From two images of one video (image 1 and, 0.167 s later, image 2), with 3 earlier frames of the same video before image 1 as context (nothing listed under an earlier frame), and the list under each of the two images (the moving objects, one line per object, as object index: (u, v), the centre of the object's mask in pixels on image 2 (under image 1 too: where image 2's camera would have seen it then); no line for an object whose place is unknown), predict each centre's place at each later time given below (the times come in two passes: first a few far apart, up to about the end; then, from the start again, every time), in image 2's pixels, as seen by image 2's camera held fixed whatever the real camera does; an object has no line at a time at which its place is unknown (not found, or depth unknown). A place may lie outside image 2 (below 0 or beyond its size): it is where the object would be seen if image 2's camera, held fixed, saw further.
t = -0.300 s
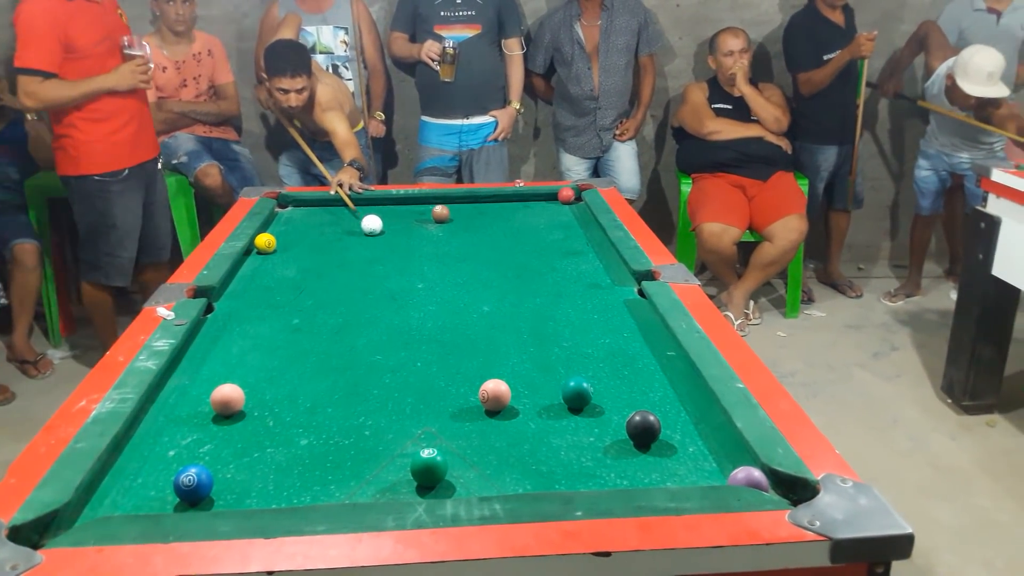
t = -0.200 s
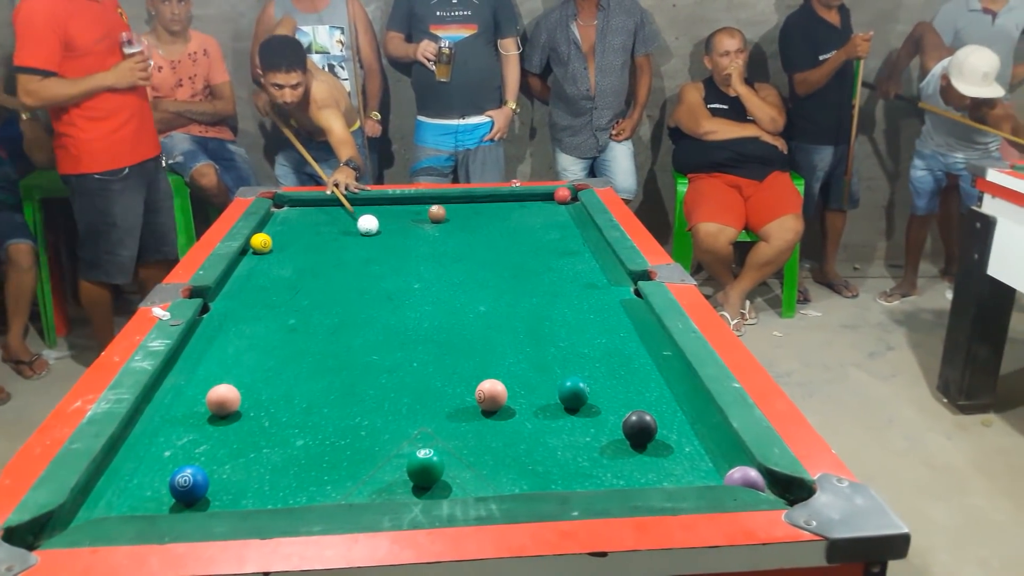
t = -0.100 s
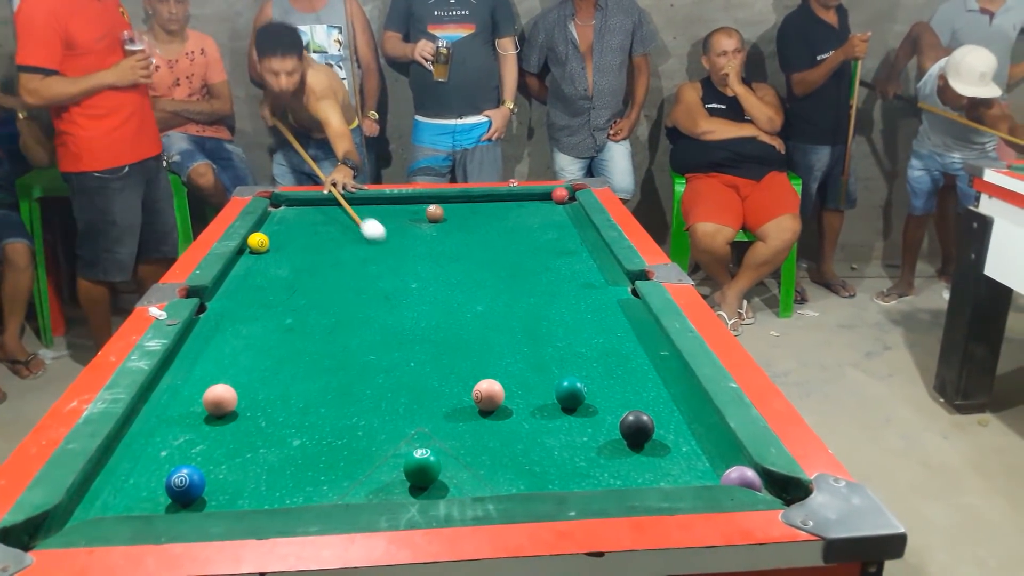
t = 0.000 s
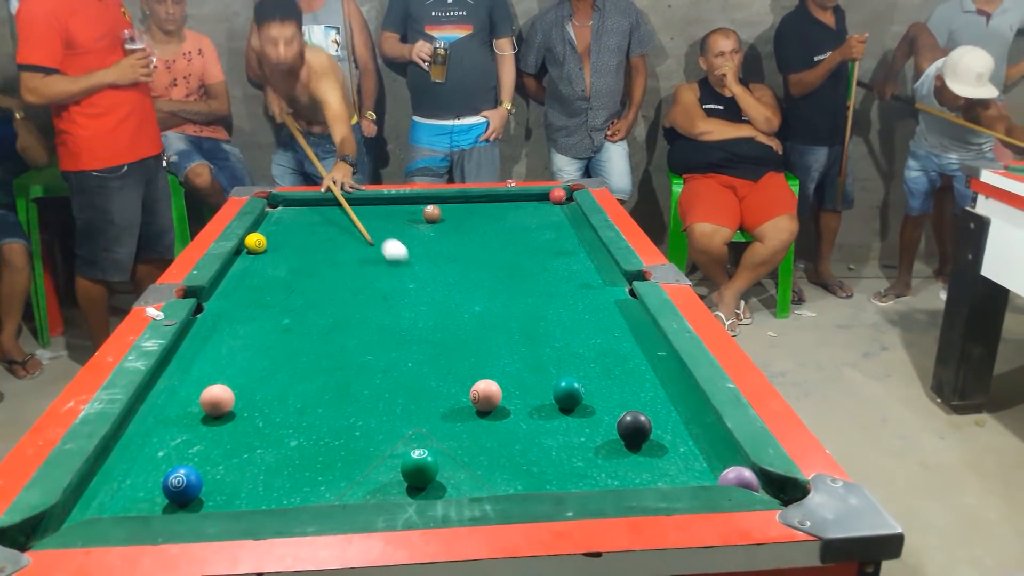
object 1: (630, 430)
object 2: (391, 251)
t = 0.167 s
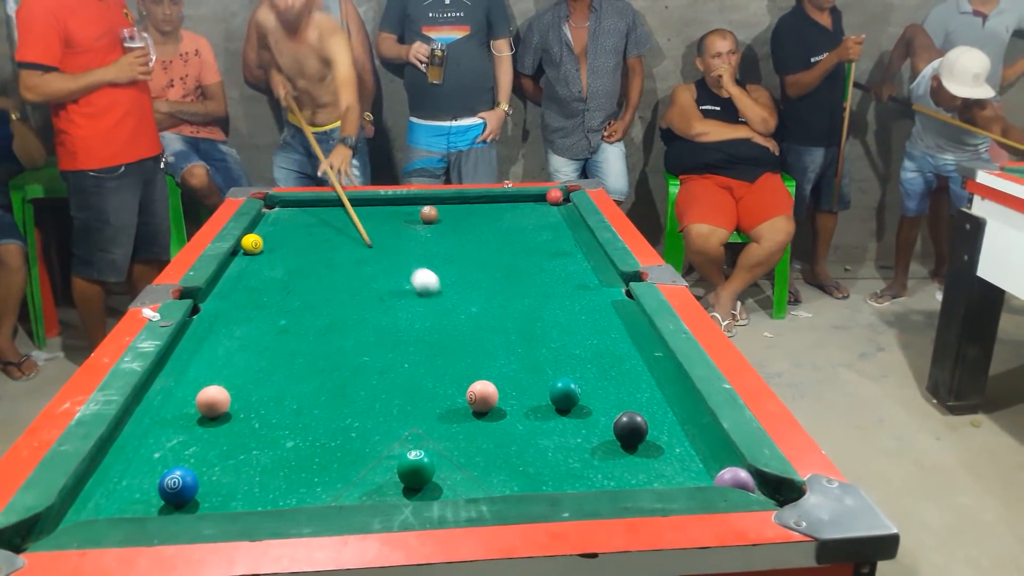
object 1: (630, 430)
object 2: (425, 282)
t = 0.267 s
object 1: (630, 430)
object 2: (446, 300)
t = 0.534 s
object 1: (630, 430)
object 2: (514, 358)
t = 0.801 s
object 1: (653, 443)
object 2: (541, 406)
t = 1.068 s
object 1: (704, 472)
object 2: (548, 451)
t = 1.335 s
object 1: (710, 476)
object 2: (551, 476)
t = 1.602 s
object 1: (708, 476)
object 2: (541, 443)
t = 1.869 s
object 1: (708, 475)
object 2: (532, 414)
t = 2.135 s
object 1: (708, 476)
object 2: (524, 391)
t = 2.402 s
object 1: (708, 475)
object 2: (518, 372)
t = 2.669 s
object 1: (708, 475)
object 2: (512, 356)
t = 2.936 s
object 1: (708, 475)
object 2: (506, 343)
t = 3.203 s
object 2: (501, 332)
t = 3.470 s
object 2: (498, 324)
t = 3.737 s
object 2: (495, 318)
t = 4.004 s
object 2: (492, 313)
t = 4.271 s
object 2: (491, 309)
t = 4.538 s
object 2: (491, 307)
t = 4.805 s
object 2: (490, 306)
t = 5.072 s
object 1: (708, 475)
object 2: (490, 307)
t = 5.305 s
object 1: (708, 475)
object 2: (490, 307)
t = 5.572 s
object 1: (708, 476)
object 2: (490, 307)
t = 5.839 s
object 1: (708, 476)
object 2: (490, 307)
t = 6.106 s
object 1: (707, 475)
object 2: (491, 306)
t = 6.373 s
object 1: (708, 475)
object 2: (490, 307)
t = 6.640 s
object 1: (708, 476)
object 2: (490, 307)
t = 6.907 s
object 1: (708, 476)
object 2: (490, 307)
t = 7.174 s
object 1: (708, 476)
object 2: (490, 307)
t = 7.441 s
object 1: (708, 476)
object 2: (490, 307)
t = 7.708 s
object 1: (708, 476)
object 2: (490, 307)
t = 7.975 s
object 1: (708, 476)
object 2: (490, 307)
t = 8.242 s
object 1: (708, 476)
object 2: (490, 307)
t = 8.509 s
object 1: (708, 476)
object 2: (490, 307)
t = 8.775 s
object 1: (708, 476)
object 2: (490, 307)
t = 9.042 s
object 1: (708, 476)
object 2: (490, 307)
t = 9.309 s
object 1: (708, 476)
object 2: (490, 307)
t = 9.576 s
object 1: (707, 475)
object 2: (490, 307)
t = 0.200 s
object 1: (630, 430)
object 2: (432, 287)
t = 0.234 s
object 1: (630, 430)
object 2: (439, 293)
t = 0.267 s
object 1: (630, 430)
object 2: (446, 300)
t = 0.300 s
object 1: (630, 430)
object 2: (454, 306)
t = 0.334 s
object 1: (630, 430)
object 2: (461, 312)
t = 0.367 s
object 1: (630, 430)
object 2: (469, 319)
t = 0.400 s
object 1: (630, 430)
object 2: (477, 327)
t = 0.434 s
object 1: (630, 430)
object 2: (486, 334)
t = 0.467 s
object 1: (630, 430)
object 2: (495, 342)
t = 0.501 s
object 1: (630, 430)
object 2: (504, 350)
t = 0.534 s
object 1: (630, 430)
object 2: (514, 358)
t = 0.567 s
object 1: (630, 430)
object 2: (524, 366)
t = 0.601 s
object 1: (630, 430)
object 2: (534, 376)
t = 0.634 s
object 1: (630, 430)
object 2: (539, 382)
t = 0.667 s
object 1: (630, 430)
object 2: (539, 386)
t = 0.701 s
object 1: (631, 430)
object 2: (539, 392)
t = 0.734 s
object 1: (636, 433)
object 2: (540, 396)
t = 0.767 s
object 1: (644, 438)
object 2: (541, 401)
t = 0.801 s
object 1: (653, 443)
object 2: (541, 406)
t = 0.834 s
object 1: (661, 448)
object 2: (542, 411)
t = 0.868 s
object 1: (670, 453)
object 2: (543, 417)
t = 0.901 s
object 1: (678, 458)
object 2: (544, 422)
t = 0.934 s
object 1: (687, 464)
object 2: (545, 428)
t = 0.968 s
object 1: (696, 467)
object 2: (546, 433)
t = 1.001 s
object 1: (700, 470)
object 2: (546, 439)
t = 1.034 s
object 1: (702, 471)
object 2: (547, 445)
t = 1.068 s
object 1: (704, 472)
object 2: (548, 451)
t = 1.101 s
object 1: (705, 473)
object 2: (549, 457)
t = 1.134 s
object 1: (707, 473)
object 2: (550, 464)
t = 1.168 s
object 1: (709, 474)
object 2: (551, 470)
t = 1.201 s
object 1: (710, 475)
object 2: (552, 474)
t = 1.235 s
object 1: (710, 475)
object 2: (553, 478)
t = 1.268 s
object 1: (710, 476)
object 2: (553, 481)
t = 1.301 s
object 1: (710, 476)
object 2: (552, 479)
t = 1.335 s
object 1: (710, 476)
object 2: (551, 476)
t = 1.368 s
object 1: (710, 477)
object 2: (549, 473)
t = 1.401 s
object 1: (710, 477)
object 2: (548, 470)
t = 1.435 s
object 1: (709, 476)
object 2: (546, 465)
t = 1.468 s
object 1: (709, 476)
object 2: (545, 460)
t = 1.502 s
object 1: (709, 476)
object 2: (544, 456)
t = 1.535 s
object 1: (709, 476)
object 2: (543, 451)
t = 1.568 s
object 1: (708, 476)
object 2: (542, 447)
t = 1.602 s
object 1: (708, 476)
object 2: (541, 443)
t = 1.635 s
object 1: (708, 476)
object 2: (540, 439)
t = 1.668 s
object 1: (708, 476)
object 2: (539, 435)
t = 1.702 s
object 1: (708, 476)
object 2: (538, 432)
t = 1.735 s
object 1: (707, 475)
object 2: (537, 428)
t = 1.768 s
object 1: (707, 475)
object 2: (536, 424)
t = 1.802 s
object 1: (707, 475)
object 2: (534, 421)
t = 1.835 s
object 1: (707, 475)
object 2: (534, 418)
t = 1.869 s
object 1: (708, 475)
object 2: (532, 414)
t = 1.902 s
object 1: (708, 475)
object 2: (531, 411)
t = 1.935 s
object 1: (708, 475)
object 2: (530, 408)
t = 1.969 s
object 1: (708, 475)
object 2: (529, 405)
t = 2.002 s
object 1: (708, 475)
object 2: (528, 402)
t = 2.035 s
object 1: (708, 476)
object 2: (527, 399)
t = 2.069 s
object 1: (708, 476)
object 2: (526, 396)
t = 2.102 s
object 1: (708, 476)
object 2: (525, 394)
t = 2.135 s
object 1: (708, 476)
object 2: (524, 391)
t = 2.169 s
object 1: (708, 476)
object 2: (524, 388)
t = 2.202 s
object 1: (708, 476)
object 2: (523, 386)
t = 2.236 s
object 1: (708, 475)
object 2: (522, 383)
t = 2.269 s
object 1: (708, 476)
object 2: (521, 381)
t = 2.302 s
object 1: (708, 476)
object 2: (520, 378)
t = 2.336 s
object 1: (708, 476)
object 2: (520, 376)
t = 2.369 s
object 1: (708, 475)
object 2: (519, 374)
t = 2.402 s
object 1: (708, 475)
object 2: (518, 372)
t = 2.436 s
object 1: (708, 475)
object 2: (517, 370)
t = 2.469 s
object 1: (708, 475)
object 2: (517, 367)
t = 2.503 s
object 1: (708, 475)
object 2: (516, 365)
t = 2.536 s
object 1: (708, 475)
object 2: (515, 363)
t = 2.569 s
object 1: (708, 475)
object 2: (515, 361)
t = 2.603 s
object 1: (708, 475)
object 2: (514, 359)
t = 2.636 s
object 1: (708, 475)
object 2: (513, 358)
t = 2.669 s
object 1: (708, 475)
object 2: (512, 356)
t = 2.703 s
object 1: (708, 475)
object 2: (512, 354)
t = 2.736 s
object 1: (708, 475)
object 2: (511, 352)
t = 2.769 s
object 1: (708, 475)
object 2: (510, 351)
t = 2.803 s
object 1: (708, 475)
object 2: (509, 349)
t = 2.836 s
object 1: (708, 475)
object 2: (508, 348)
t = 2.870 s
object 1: (708, 475)
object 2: (508, 346)
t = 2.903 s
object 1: (708, 475)
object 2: (507, 344)
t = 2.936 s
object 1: (708, 475)
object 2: (506, 343)
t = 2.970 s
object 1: (708, 475)
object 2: (506, 342)
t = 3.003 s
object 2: (505, 340)
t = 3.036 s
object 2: (504, 339)
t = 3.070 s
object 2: (504, 338)
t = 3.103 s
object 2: (503, 336)
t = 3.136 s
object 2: (503, 335)
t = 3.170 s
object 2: (502, 334)
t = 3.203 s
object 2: (501, 332)
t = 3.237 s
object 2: (501, 331)
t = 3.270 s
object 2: (500, 330)
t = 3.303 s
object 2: (500, 329)
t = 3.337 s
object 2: (500, 328)
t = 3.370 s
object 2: (499, 327)
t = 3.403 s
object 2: (498, 326)
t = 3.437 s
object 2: (498, 325)
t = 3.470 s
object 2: (498, 324)
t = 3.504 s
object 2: (497, 323)
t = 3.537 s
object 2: (497, 322)
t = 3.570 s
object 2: (496, 321)
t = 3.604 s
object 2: (496, 321)
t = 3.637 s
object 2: (496, 320)
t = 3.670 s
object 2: (495, 319)
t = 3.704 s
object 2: (495, 318)
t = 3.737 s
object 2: (495, 318)
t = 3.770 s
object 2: (495, 317)
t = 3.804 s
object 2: (494, 316)
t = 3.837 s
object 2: (494, 315)
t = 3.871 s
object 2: (494, 315)
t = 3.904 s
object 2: (493, 314)
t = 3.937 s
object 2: (493, 313)
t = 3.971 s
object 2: (493, 313)
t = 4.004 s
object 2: (492, 313)
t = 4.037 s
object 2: (492, 312)
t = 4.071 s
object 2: (491, 311)
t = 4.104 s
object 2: (491, 311)
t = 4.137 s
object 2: (491, 310)
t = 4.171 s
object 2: (491, 310)
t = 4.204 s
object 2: (491, 310)
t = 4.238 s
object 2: (491, 310)
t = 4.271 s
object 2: (491, 309)
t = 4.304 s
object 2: (491, 309)
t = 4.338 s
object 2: (491, 309)
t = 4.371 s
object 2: (491, 308)
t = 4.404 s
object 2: (491, 308)
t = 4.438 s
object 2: (491, 308)
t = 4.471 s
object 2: (491, 307)
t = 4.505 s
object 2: (491, 307)
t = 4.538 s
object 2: (491, 307)
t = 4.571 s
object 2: (491, 307)
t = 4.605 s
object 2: (490, 307)
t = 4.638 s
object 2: (490, 307)
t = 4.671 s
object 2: (491, 307)
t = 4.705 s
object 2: (490, 307)
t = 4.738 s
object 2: (490, 307)
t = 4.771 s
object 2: (490, 307)
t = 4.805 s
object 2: (490, 306)
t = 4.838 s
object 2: (490, 307)
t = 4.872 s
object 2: (490, 307)
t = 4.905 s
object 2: (490, 307)
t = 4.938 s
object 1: (708, 475)
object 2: (490, 307)
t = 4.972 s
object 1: (708, 475)
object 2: (490, 307)
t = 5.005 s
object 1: (708, 475)
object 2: (490, 307)
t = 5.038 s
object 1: (708, 476)
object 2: (490, 307)
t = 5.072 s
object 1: (708, 475)
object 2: (490, 307)
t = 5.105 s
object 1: (708, 475)
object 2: (490, 307)
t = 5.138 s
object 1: (708, 475)
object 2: (490, 307)
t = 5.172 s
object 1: (708, 475)
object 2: (490, 307)
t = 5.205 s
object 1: (708, 475)
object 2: (490, 307)
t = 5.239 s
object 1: (708, 475)
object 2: (490, 307)
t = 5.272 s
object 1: (708, 475)
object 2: (490, 307)
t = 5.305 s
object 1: (708, 475)
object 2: (490, 307)
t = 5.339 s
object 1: (708, 476)
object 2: (490, 307)
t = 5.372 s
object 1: (708, 476)
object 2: (490, 307)
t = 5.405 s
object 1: (708, 475)
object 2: (490, 307)
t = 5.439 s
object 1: (708, 476)
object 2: (490, 307)
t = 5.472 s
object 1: (708, 476)
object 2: (490, 307)
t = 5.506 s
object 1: (708, 476)
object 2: (490, 307)
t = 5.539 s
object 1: (708, 476)
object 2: (490, 307)
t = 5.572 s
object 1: (708, 476)
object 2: (490, 307)
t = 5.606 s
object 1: (708, 476)
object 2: (490, 307)
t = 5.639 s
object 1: (708, 476)
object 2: (490, 307)
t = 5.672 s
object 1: (708, 476)
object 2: (490, 307)
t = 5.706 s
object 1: (708, 476)
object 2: (490, 307)
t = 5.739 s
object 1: (708, 476)
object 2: (490, 307)
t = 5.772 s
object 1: (708, 475)
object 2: (490, 307)
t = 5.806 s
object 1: (708, 476)
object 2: (490, 307)
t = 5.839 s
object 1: (708, 476)
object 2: (490, 307)
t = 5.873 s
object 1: (708, 476)
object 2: (490, 307)
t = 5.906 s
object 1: (708, 476)
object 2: (490, 307)
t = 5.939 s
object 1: (708, 476)
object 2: (490, 307)
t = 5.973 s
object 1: (708, 475)
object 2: (490, 307)
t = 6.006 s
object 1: (708, 475)
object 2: (491, 307)
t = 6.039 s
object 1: (708, 475)
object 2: (491, 306)
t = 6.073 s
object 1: (708, 475)
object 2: (491, 307)
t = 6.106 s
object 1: (707, 475)
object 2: (491, 306)
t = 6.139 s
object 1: (708, 475)
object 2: (490, 307)
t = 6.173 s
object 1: (708, 475)
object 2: (490, 306)
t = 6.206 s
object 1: (708, 475)
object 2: (490, 307)
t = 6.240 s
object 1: (708, 476)
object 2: (490, 307)
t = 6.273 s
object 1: (708, 475)
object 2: (490, 307)
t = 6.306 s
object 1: (708, 475)
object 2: (490, 307)
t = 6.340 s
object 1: (708, 476)
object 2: (490, 307)
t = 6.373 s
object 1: (708, 475)
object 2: (490, 307)
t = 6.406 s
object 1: (708, 475)
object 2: (490, 307)
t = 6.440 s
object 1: (707, 475)
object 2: (490, 307)
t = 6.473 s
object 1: (708, 476)
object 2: (490, 307)
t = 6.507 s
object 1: (708, 476)
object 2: (490, 307)
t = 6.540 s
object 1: (708, 476)
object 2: (490, 307)
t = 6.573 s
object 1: (708, 476)
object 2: (490, 307)
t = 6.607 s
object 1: (708, 476)
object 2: (490, 307)
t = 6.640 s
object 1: (708, 476)
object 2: (490, 307)
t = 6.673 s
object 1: (708, 476)
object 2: (490, 307)
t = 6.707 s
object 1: (708, 476)
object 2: (489, 307)
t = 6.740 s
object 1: (708, 476)
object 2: (489, 307)
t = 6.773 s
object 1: (708, 476)
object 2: (490, 307)
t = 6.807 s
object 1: (708, 476)
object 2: (490, 307)
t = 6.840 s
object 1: (708, 476)
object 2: (490, 307)
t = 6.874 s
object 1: (708, 476)
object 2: (490, 307)
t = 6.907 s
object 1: (708, 476)
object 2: (490, 307)
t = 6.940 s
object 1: (708, 476)
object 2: (490, 307)
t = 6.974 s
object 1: (708, 476)
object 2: (490, 307)
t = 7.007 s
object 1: (708, 476)
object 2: (490, 307)
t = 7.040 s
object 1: (708, 476)
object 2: (490, 307)
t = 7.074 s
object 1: (708, 476)
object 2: (490, 307)
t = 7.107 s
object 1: (708, 476)
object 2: (490, 307)
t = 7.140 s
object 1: (708, 476)
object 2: (490, 307)
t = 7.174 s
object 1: (708, 476)
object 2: (490, 307)
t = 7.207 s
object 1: (708, 476)
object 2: (490, 307)
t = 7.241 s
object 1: (708, 475)
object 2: (490, 307)
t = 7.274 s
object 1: (708, 476)
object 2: (490, 307)
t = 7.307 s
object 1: (708, 476)
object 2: (490, 307)
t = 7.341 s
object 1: (708, 476)
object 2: (490, 307)
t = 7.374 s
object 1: (708, 476)
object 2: (490, 307)
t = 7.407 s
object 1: (708, 476)
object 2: (490, 307)
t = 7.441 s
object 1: (708, 476)
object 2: (490, 307)
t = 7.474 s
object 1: (707, 476)
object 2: (490, 307)
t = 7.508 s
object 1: (707, 476)
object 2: (490, 307)
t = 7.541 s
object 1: (708, 476)
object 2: (490, 307)
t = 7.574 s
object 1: (708, 476)
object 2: (490, 307)
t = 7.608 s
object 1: (708, 476)
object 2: (490, 307)
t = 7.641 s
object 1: (708, 476)
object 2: (490, 307)
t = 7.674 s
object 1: (708, 476)
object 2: (490, 307)
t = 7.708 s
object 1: (708, 476)
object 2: (490, 307)
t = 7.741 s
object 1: (708, 476)
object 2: (490, 307)
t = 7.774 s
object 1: (708, 476)
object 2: (490, 307)
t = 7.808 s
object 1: (708, 476)
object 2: (490, 307)
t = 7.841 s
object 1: (708, 476)
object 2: (490, 307)
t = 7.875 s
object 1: (708, 476)
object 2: (490, 307)
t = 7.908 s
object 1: (708, 476)
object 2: (490, 307)
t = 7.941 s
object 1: (707, 475)
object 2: (490, 307)
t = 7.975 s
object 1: (708, 476)
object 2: (490, 307)
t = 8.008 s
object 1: (708, 476)
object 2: (490, 307)
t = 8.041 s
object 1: (708, 475)
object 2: (490, 307)
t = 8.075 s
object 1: (708, 475)
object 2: (490, 307)
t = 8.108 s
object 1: (708, 475)
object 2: (490, 307)
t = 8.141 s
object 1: (708, 476)
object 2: (490, 307)
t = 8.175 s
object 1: (708, 476)
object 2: (490, 307)
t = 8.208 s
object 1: (708, 476)
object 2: (490, 307)
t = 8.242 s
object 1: (708, 476)
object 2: (490, 307)
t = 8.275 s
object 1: (708, 476)
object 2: (490, 307)
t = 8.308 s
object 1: (708, 476)
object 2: (490, 307)
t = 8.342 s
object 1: (708, 476)
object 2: (490, 307)
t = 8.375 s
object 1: (708, 476)
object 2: (490, 307)
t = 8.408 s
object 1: (708, 476)
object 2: (490, 307)
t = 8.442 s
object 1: (708, 476)
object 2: (490, 307)
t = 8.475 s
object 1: (708, 475)
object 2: (490, 307)
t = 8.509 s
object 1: (708, 476)
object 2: (490, 307)
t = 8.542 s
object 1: (708, 475)
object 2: (490, 307)
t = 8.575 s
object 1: (708, 476)
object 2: (490, 307)
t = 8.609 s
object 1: (708, 476)
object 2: (490, 307)
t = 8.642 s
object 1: (708, 476)
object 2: (490, 307)
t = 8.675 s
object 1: (708, 476)
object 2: (490, 307)
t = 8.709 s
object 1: (708, 476)
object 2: (490, 307)
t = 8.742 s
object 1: (708, 476)
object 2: (490, 307)
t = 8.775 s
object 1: (708, 476)
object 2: (490, 307)
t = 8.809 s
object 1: (708, 476)
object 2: (490, 307)
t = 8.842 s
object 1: (708, 476)
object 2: (490, 307)
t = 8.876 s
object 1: (708, 476)
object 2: (490, 307)
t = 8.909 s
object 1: (708, 476)
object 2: (490, 307)
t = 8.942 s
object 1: (708, 476)
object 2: (490, 307)
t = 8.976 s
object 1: (708, 476)
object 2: (490, 307)
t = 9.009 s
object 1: (708, 476)
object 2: (490, 307)
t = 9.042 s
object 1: (708, 476)
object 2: (490, 307)
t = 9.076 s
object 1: (708, 476)
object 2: (490, 307)
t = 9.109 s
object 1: (708, 476)
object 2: (490, 307)
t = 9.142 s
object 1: (708, 476)
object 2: (490, 307)
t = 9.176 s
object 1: (708, 476)
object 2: (490, 307)
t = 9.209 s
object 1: (708, 476)
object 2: (490, 307)
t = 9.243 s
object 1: (707, 475)
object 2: (490, 307)
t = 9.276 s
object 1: (708, 476)
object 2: (490, 307)
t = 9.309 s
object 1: (708, 476)
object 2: (490, 307)
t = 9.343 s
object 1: (707, 476)
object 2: (490, 307)
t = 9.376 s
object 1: (707, 476)
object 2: (490, 307)
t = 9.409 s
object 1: (707, 476)
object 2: (490, 307)
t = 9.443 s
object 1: (708, 475)
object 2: (490, 307)
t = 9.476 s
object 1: (708, 476)
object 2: (490, 307)
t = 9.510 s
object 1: (708, 475)
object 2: (490, 307)
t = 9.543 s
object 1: (708, 475)
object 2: (490, 307)
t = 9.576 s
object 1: (707, 475)
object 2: (490, 307)
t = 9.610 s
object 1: (707, 475)
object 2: (490, 307)
